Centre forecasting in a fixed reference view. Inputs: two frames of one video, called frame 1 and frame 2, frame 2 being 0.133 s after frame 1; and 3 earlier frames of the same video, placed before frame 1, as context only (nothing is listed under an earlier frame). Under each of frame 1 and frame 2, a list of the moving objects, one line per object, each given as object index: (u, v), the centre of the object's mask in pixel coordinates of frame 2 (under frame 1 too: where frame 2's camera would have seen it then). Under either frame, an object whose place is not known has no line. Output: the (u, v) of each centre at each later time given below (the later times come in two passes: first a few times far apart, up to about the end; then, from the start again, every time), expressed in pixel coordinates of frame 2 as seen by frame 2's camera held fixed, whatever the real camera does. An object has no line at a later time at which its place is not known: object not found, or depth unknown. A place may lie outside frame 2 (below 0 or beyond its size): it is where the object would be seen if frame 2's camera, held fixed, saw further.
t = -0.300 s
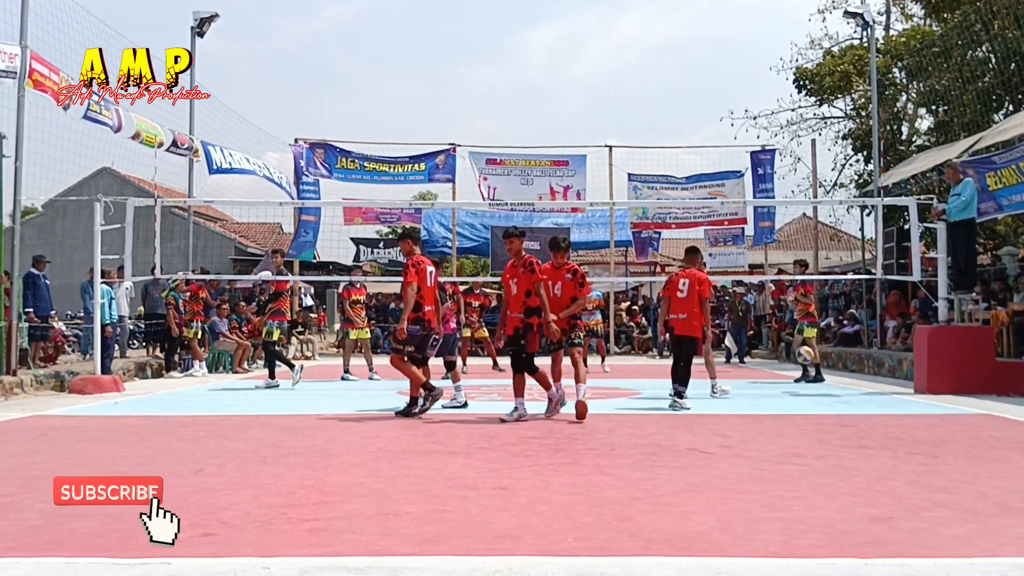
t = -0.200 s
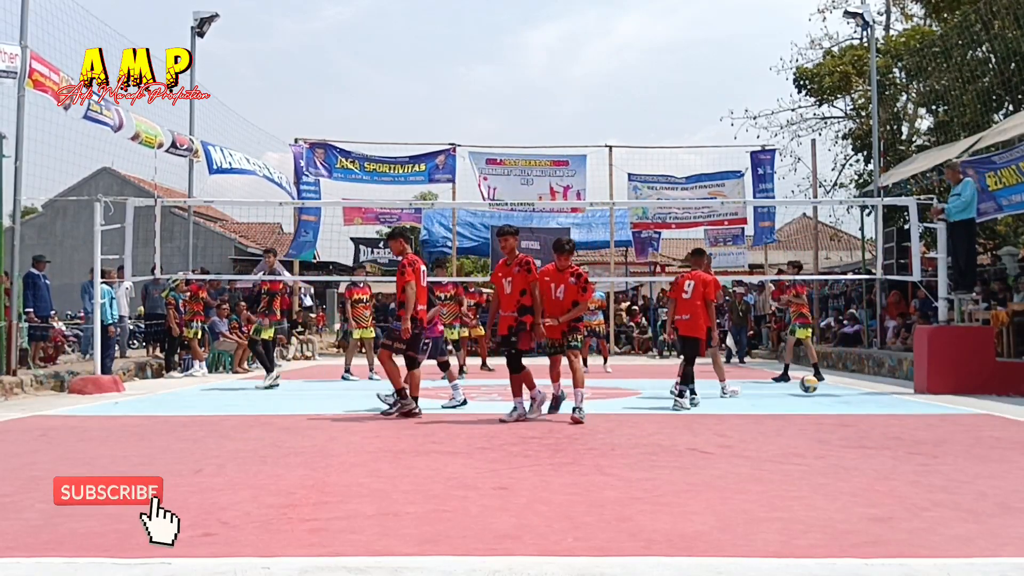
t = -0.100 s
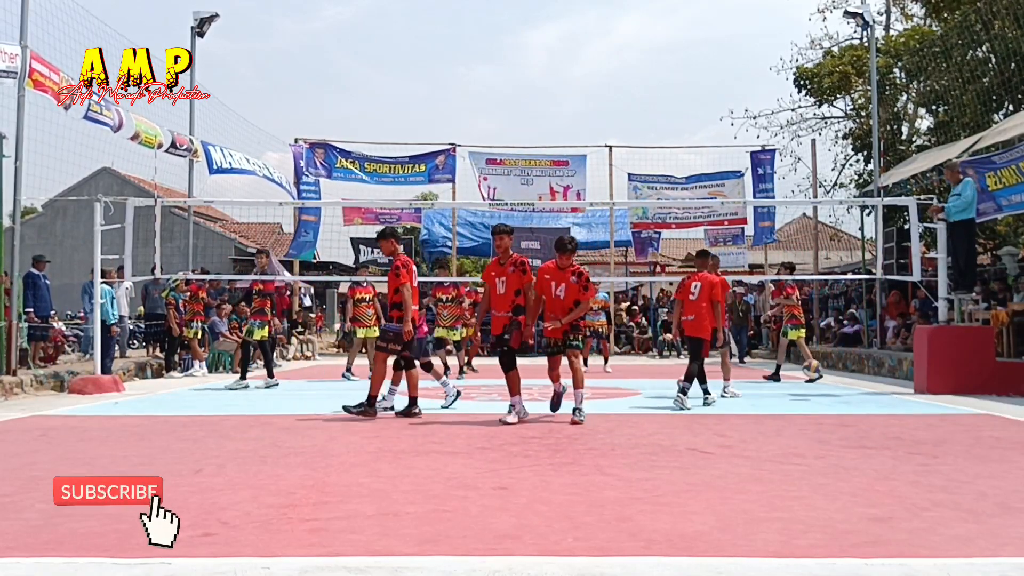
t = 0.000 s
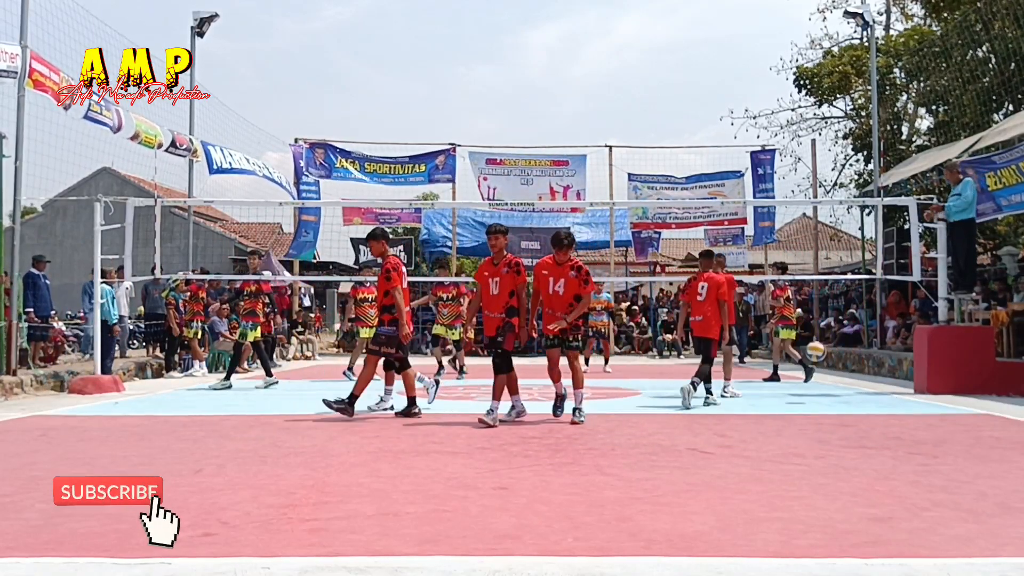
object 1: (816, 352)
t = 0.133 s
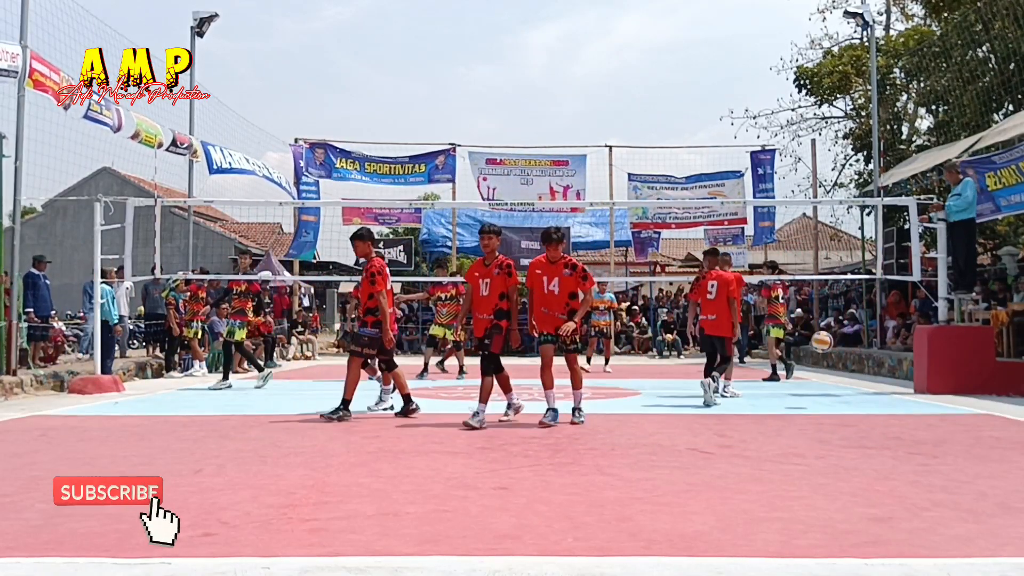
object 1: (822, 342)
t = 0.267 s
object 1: (829, 351)
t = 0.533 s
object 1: (847, 401)
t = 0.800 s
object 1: (867, 373)
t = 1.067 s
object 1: (898, 449)
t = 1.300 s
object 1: (929, 413)
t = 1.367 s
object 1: (940, 425)
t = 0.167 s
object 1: (823, 343)
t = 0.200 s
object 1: (825, 344)
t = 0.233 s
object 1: (827, 347)
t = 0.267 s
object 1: (829, 351)
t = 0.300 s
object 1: (831, 357)
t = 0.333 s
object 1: (834, 363)
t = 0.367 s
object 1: (835, 371)
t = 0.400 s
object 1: (838, 382)
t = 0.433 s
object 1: (841, 396)
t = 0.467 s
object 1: (843, 407)
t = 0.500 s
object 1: (845, 410)
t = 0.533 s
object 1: (847, 401)
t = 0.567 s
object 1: (849, 393)
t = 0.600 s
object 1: (851, 387)
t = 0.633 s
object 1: (854, 381)
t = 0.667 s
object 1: (856, 376)
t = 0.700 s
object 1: (859, 373)
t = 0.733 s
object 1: (861, 371)
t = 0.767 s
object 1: (864, 371)
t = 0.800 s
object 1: (867, 373)
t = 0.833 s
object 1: (870, 377)
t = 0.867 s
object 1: (874, 382)
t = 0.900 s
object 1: (877, 390)
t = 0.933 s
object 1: (881, 400)
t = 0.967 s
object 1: (885, 412)
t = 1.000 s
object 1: (890, 427)
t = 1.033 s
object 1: (894, 444)
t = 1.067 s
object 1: (898, 449)
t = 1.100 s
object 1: (902, 439)
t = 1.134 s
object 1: (906, 430)
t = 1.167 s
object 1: (909, 422)
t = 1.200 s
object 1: (914, 417)
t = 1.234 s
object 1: (919, 414)
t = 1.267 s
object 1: (923, 412)
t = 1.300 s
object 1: (929, 413)
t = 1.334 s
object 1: (934, 418)
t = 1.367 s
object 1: (940, 425)
